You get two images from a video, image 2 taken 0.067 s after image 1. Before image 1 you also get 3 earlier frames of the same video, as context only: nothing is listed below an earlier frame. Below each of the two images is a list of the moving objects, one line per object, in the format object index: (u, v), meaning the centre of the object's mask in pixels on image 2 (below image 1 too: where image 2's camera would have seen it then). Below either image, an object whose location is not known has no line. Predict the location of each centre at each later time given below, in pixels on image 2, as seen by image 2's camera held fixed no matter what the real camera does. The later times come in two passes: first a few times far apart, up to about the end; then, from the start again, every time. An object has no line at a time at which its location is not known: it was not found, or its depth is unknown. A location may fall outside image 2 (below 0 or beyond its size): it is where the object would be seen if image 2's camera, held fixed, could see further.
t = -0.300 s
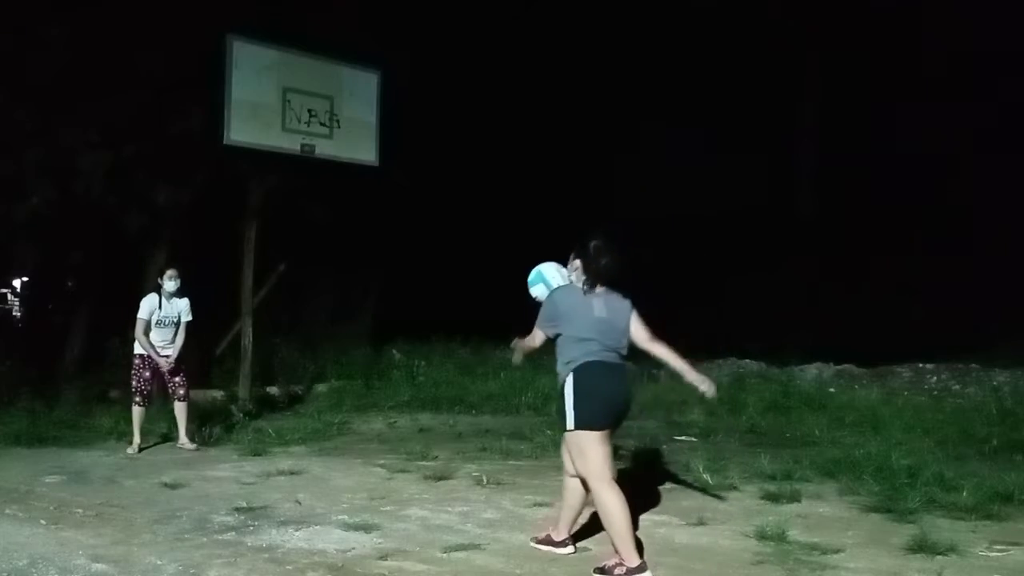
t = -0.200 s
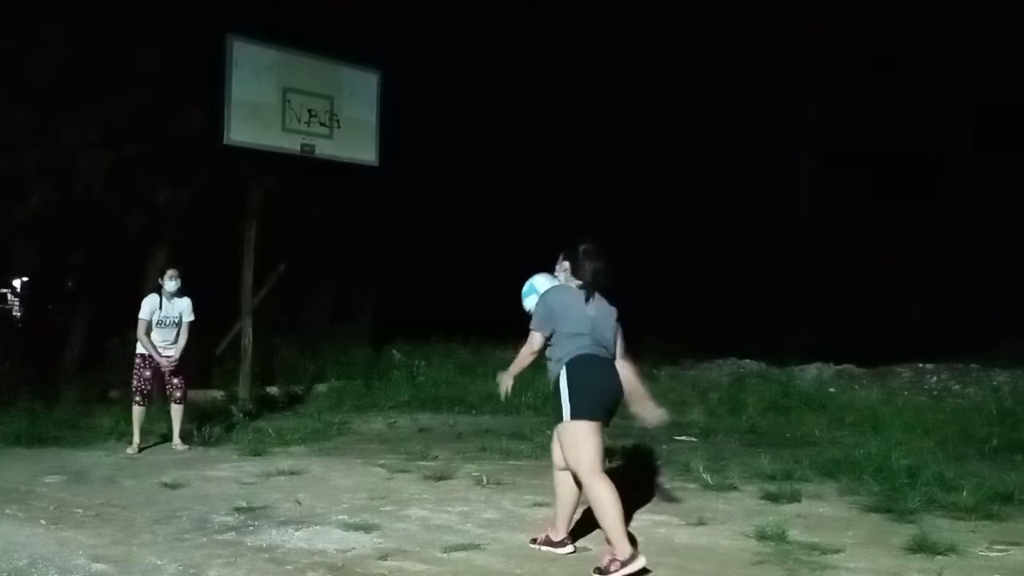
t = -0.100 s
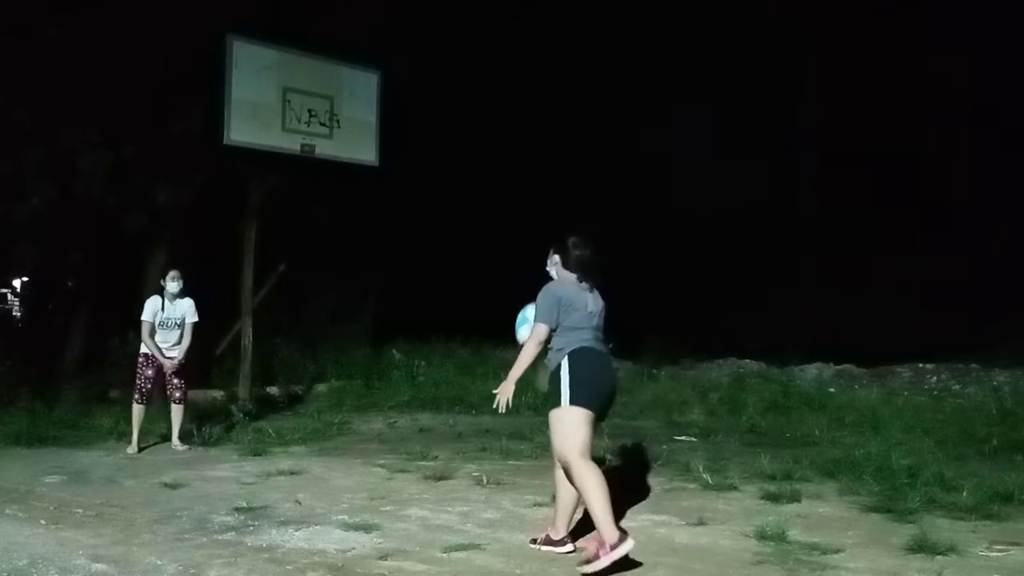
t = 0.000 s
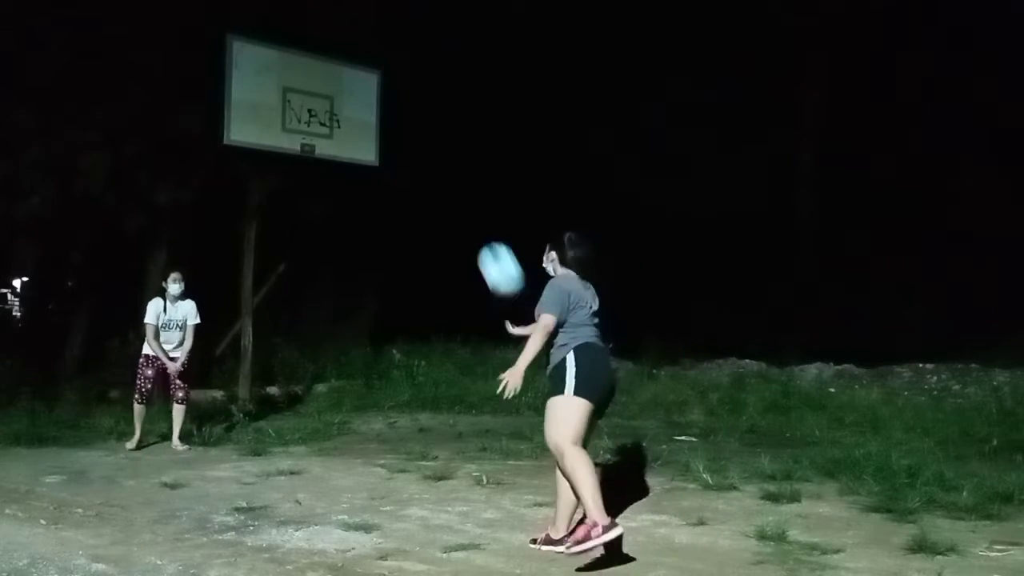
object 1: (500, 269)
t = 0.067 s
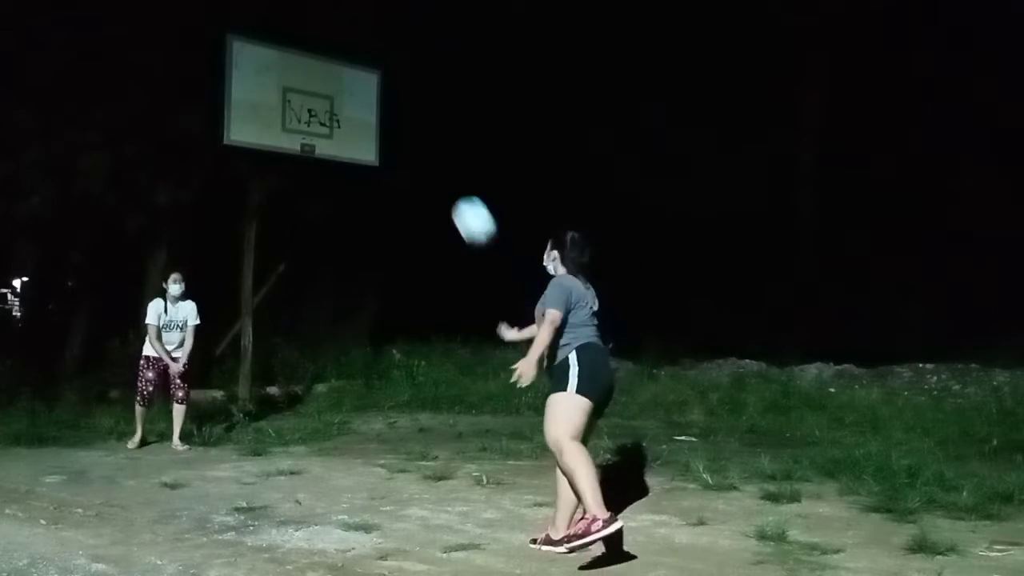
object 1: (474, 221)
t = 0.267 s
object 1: (405, 135)
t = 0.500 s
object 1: (343, 125)
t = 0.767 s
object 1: (287, 198)
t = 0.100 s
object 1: (461, 200)
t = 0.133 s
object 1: (449, 183)
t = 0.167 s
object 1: (437, 167)
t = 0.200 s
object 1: (426, 154)
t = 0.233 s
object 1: (415, 143)
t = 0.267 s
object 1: (405, 135)
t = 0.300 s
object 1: (396, 128)
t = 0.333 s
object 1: (386, 124)
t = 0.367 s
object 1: (377, 121)
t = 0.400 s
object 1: (368, 119)
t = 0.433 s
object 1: (360, 120)
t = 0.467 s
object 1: (351, 121)
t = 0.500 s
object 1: (343, 125)
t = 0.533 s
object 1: (335, 130)
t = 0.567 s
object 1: (328, 137)
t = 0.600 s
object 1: (319, 143)
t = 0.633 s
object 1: (313, 152)
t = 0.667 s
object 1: (306, 161)
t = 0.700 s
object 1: (299, 173)
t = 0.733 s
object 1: (293, 185)
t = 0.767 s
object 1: (287, 198)
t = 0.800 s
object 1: (281, 212)
